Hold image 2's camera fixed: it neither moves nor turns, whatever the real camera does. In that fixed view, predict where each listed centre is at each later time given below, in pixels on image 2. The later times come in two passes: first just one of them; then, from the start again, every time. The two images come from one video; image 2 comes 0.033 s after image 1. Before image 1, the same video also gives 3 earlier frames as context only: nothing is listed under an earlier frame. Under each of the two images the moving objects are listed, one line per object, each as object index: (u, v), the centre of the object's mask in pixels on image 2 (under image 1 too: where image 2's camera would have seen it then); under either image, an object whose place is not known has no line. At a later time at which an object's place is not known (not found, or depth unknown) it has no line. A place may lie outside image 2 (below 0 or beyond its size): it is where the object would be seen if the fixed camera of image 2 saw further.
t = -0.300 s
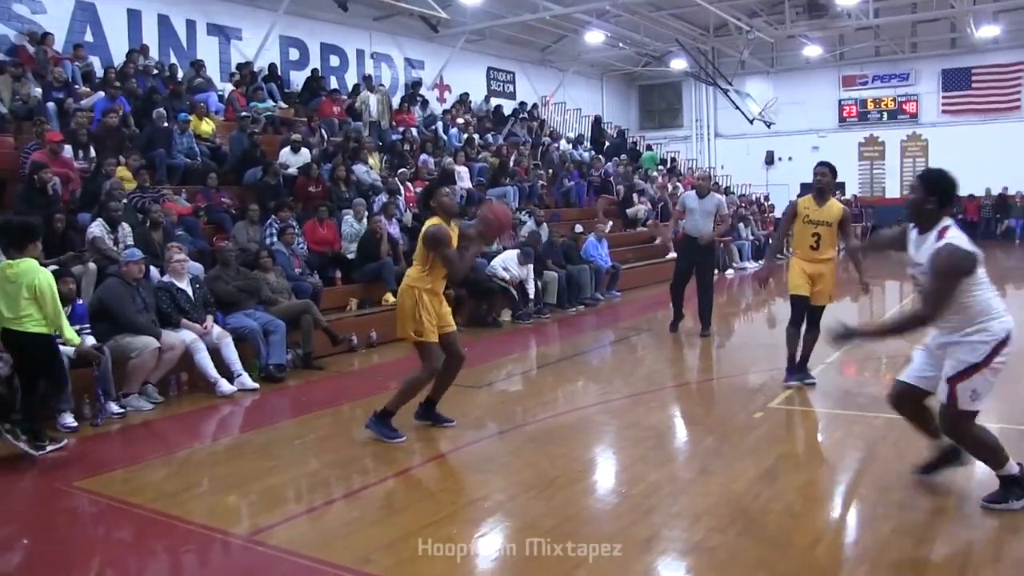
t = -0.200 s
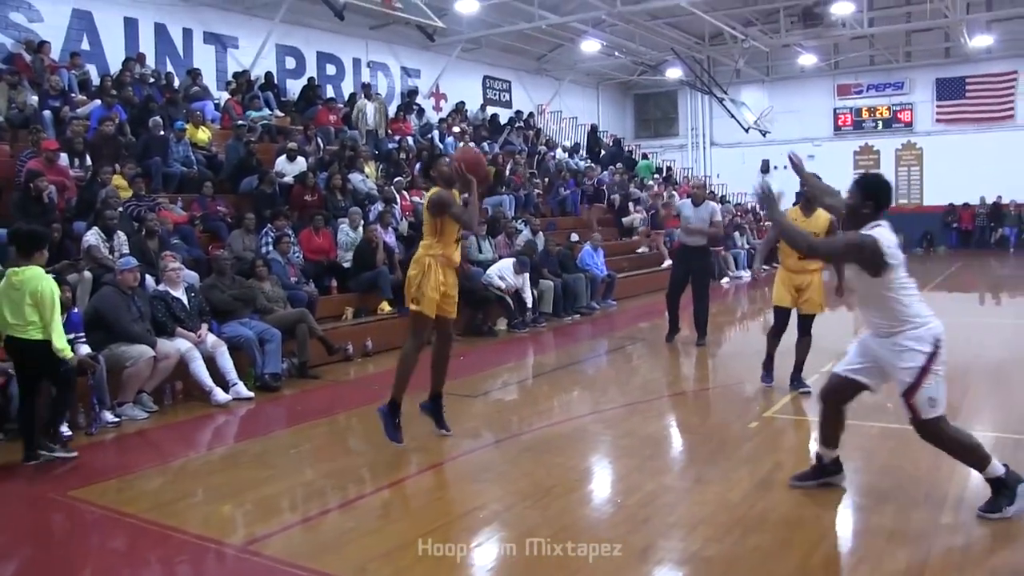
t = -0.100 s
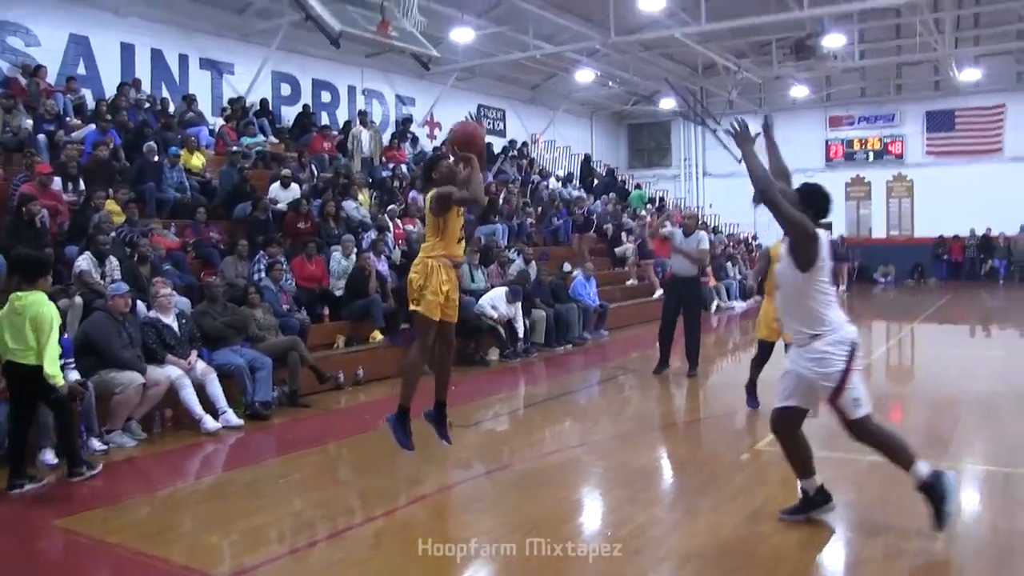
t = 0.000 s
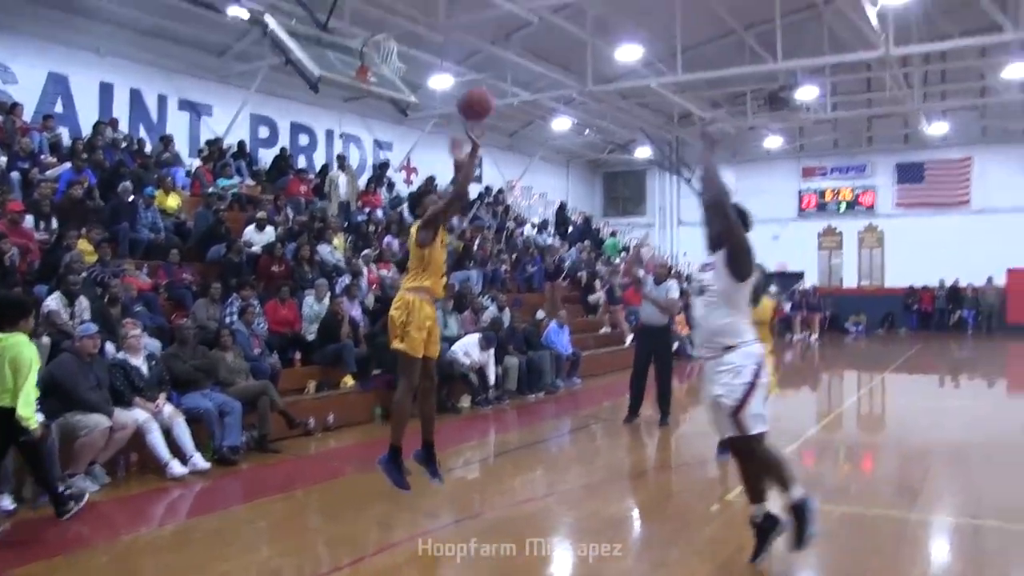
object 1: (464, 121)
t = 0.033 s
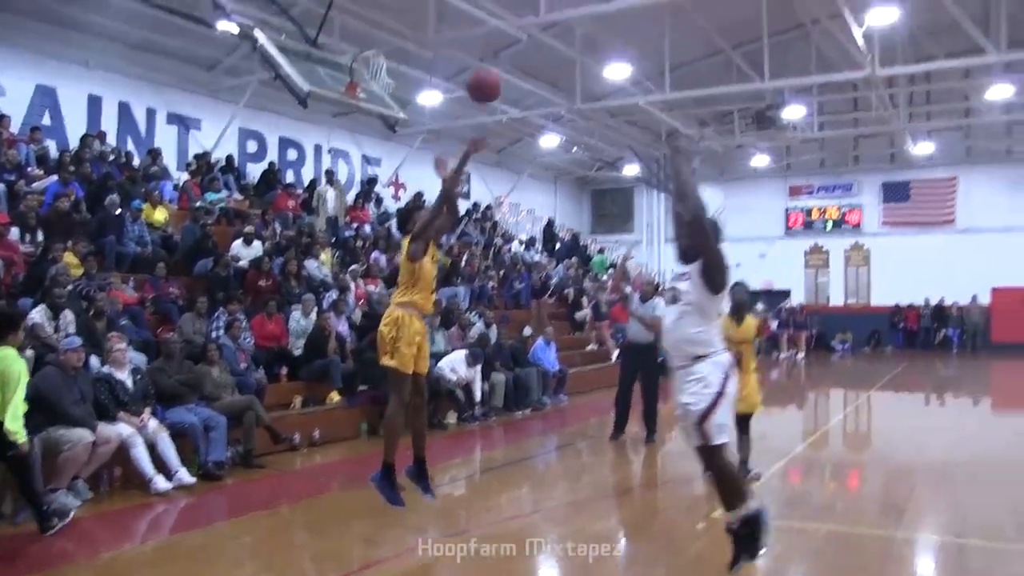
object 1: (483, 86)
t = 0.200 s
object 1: (591, -66)
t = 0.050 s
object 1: (494, 70)
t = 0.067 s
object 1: (506, 52)
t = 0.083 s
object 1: (515, 37)
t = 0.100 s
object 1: (527, 21)
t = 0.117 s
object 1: (538, 5)
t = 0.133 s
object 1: (549, -10)
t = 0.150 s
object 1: (559, -24)
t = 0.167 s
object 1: (569, -37)
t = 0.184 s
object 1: (580, -50)
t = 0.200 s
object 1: (591, -66)
